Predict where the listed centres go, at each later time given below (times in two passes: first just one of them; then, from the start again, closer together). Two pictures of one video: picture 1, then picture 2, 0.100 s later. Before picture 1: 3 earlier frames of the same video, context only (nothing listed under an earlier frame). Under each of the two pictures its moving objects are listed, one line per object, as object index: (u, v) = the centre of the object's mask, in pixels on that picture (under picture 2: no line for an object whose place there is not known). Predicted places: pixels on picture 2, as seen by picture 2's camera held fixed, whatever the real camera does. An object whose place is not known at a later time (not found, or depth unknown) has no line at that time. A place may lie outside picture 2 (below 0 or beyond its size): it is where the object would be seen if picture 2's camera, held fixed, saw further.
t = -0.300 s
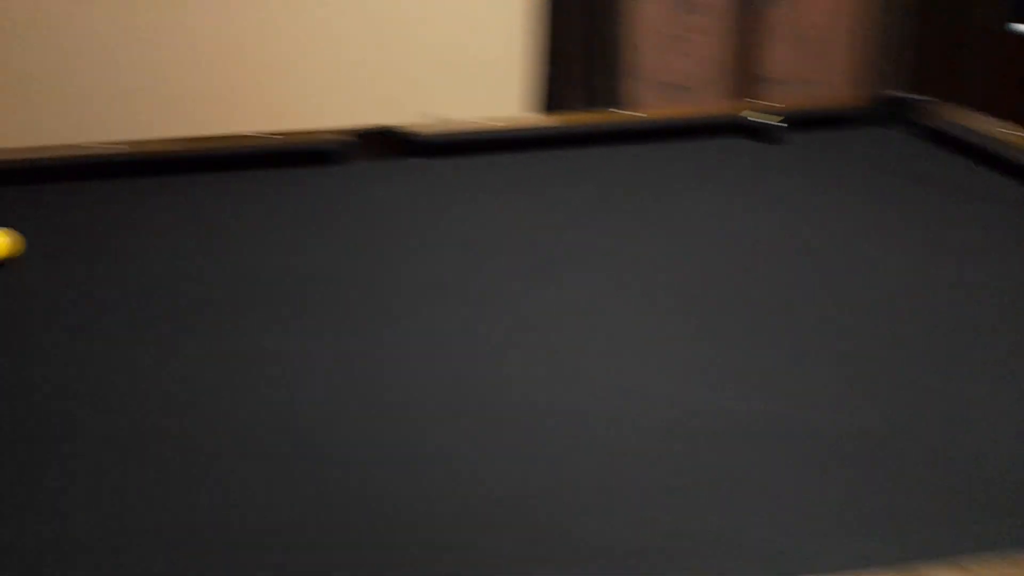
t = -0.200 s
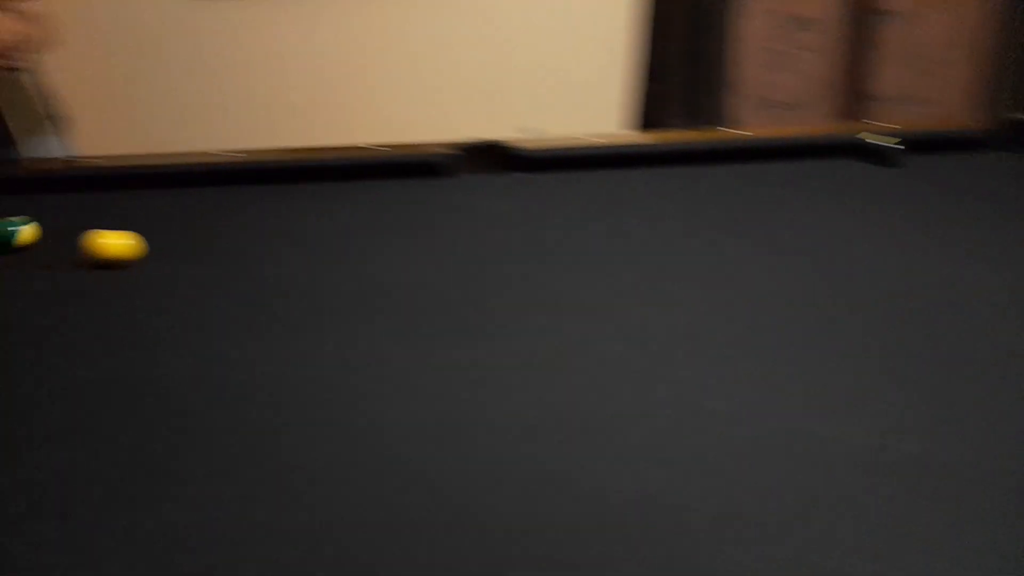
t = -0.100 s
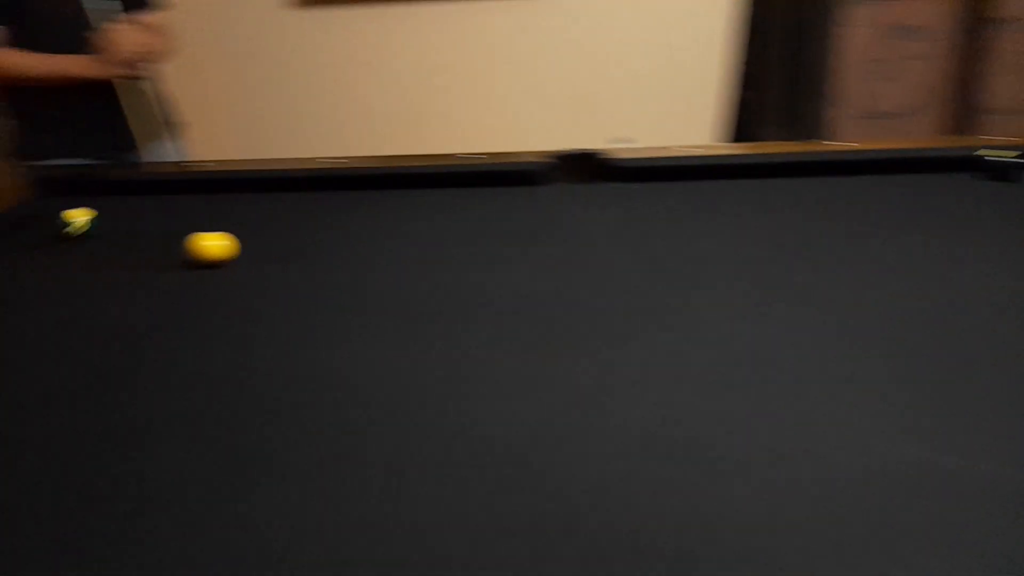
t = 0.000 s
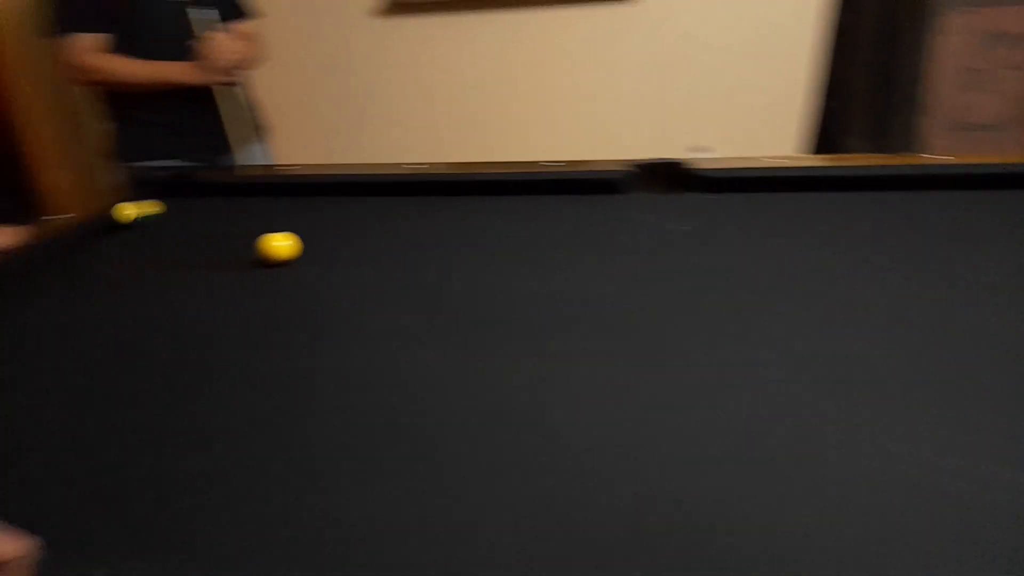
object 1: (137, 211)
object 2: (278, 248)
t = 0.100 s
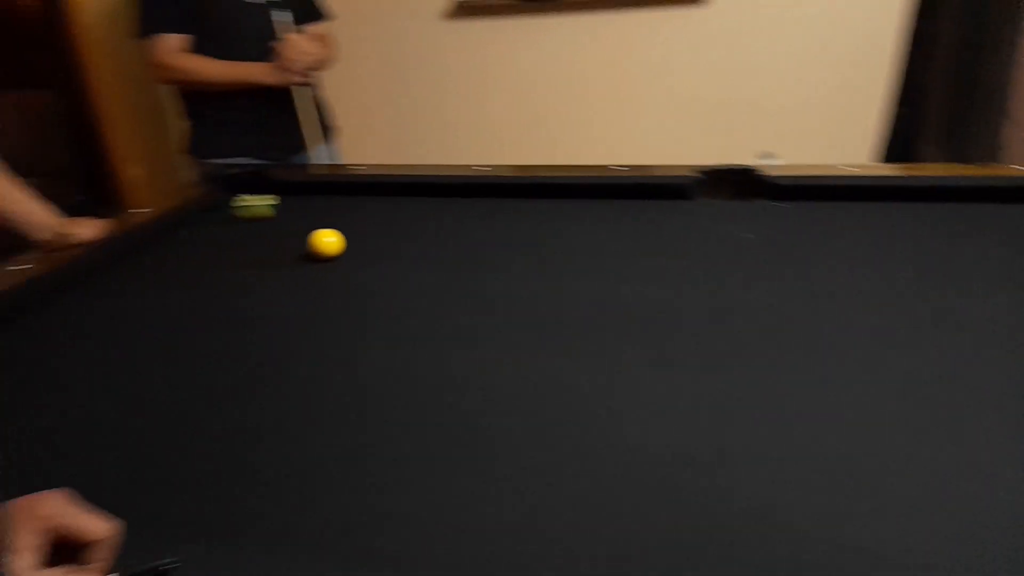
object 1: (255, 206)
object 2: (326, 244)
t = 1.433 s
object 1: (654, 206)
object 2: (220, 229)
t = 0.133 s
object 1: (271, 206)
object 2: (319, 243)
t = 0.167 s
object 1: (284, 205)
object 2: (313, 242)
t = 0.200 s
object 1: (297, 204)
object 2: (307, 241)
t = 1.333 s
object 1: (627, 204)
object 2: (213, 230)
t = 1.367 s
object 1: (636, 205)
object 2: (215, 230)
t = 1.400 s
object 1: (644, 205)
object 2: (217, 229)
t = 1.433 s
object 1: (654, 206)
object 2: (220, 229)
